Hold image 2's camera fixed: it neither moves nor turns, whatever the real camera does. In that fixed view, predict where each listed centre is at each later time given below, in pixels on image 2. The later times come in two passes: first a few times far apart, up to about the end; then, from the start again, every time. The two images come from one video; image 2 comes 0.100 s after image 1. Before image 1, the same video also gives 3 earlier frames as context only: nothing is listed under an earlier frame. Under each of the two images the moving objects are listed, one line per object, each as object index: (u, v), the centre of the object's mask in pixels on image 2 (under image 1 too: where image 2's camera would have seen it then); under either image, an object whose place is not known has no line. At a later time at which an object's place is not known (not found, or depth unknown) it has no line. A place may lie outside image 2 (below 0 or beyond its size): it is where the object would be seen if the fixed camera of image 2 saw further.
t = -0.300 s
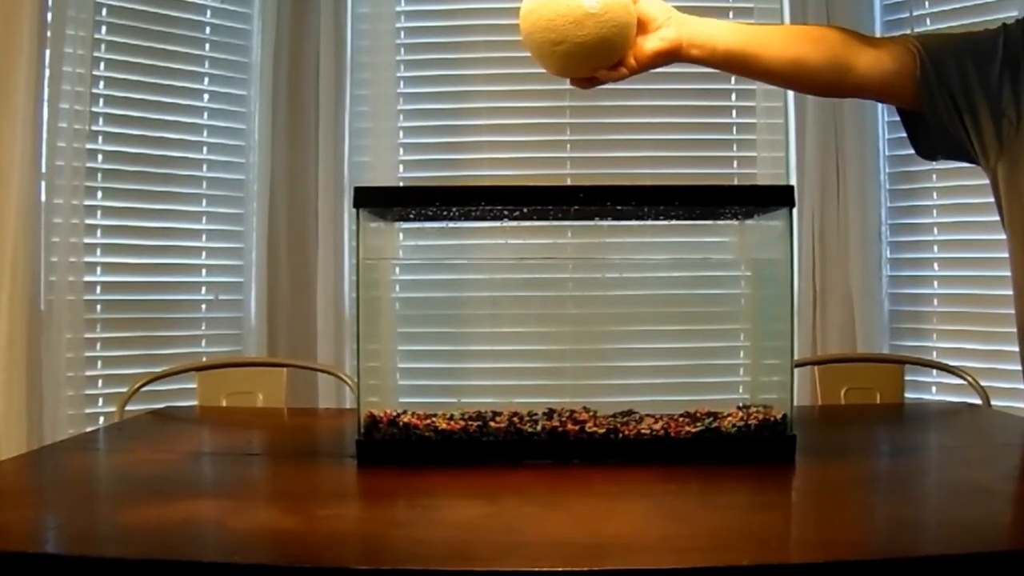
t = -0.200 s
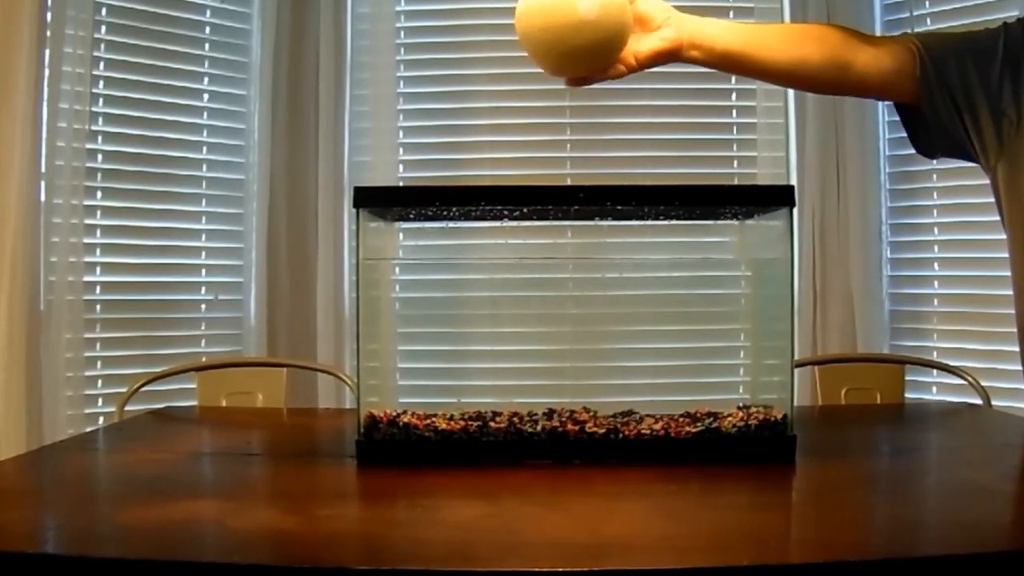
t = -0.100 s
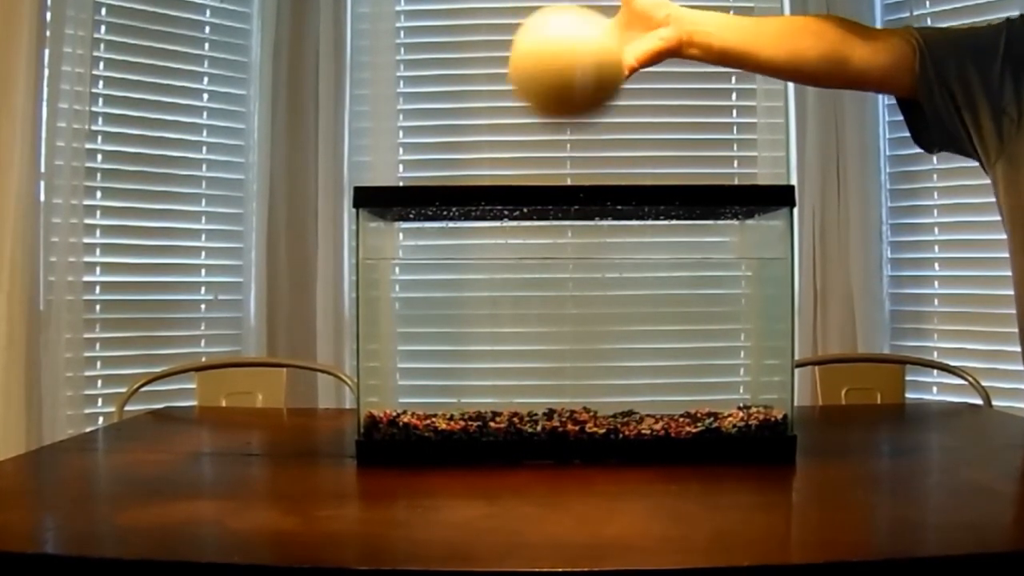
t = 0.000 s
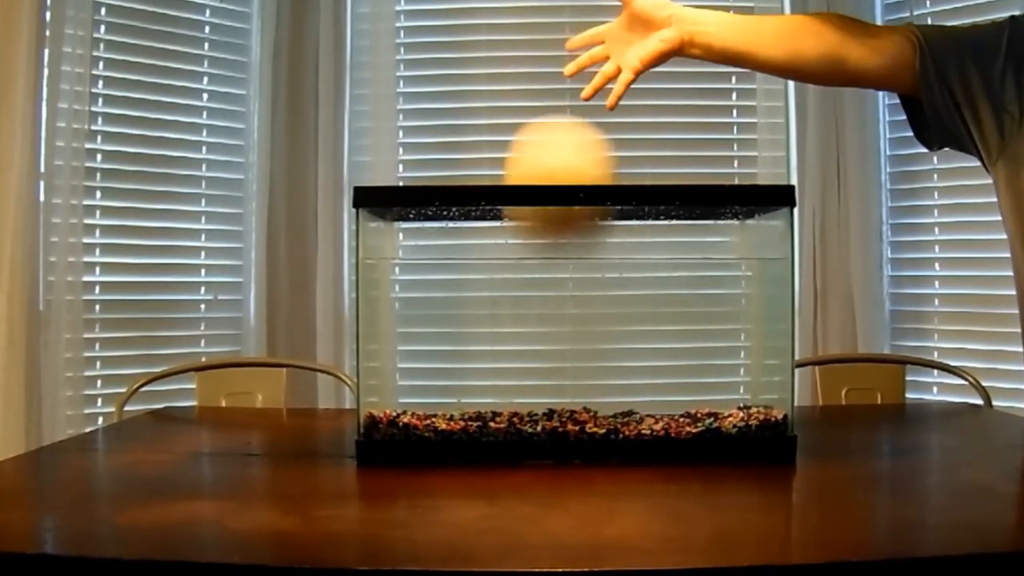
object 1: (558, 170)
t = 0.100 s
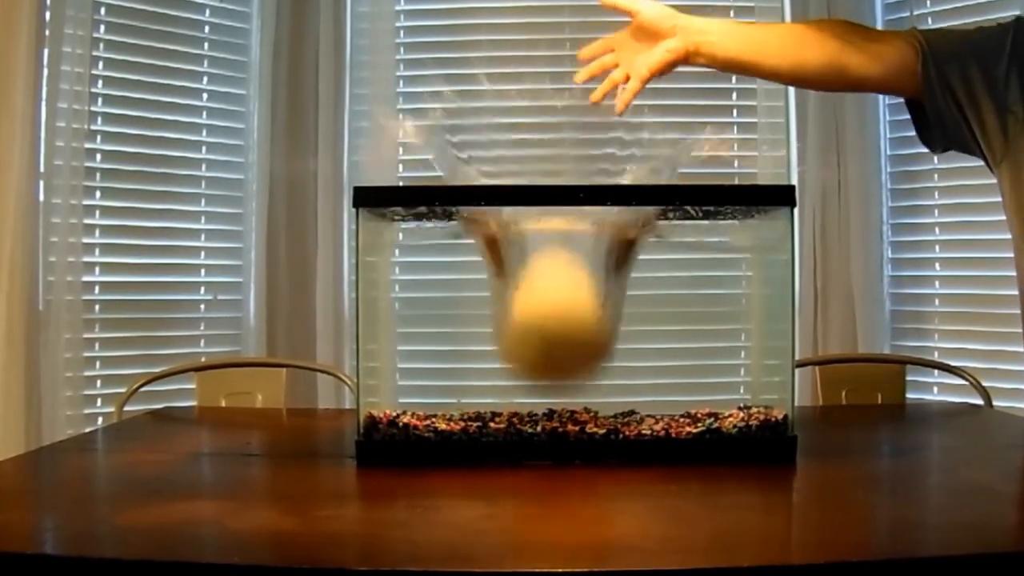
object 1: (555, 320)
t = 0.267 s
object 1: (564, 335)
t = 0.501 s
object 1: (586, 261)
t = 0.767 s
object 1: (636, 294)
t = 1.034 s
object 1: (643, 325)
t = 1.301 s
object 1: (665, 314)
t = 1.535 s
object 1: (667, 268)
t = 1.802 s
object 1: (685, 296)
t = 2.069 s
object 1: (697, 309)
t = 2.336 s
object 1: (705, 289)
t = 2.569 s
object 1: (705, 281)
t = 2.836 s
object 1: (685, 296)
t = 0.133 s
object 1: (555, 363)
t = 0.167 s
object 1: (555, 368)
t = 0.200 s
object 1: (556, 359)
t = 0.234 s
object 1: (559, 346)
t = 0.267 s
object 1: (564, 335)
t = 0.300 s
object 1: (566, 324)
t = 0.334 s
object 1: (569, 303)
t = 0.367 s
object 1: (573, 317)
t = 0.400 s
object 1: (572, 274)
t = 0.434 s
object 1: (576, 267)
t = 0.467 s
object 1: (579, 263)
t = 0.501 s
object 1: (586, 261)
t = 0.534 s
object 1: (597, 260)
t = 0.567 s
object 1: (603, 260)
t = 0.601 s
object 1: (614, 269)
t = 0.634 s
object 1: (616, 265)
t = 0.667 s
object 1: (620, 271)
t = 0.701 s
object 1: (629, 279)
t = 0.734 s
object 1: (633, 286)
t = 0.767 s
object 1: (636, 294)
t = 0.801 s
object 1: (639, 300)
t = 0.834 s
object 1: (641, 308)
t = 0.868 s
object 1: (643, 315)
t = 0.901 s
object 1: (644, 320)
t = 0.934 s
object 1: (644, 319)
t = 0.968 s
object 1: (643, 325)
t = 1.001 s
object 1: (643, 325)
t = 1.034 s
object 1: (643, 325)
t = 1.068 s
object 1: (644, 325)
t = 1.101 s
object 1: (646, 323)
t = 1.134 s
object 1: (648, 322)
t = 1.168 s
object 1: (651, 322)
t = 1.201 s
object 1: (654, 320)
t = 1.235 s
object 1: (658, 312)
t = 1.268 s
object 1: (662, 316)
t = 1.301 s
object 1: (665, 314)
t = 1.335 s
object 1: (667, 307)
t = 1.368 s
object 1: (670, 306)
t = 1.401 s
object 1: (673, 303)
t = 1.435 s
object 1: (674, 297)
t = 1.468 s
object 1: (671, 282)
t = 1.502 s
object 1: (668, 274)
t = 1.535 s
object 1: (667, 268)
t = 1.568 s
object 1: (668, 265)
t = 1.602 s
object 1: (666, 264)
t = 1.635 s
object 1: (665, 264)
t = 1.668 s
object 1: (668, 266)
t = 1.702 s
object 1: (670, 270)
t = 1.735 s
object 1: (674, 276)
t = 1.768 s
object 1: (679, 282)
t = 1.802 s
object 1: (685, 296)
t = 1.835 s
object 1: (689, 297)
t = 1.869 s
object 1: (691, 300)
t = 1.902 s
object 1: (693, 301)
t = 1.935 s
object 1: (696, 305)
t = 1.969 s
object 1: (697, 309)
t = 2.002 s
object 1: (697, 308)
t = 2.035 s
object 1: (697, 309)
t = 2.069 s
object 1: (697, 309)
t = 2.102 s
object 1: (696, 308)
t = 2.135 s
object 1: (696, 307)
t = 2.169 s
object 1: (695, 307)
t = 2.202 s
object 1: (694, 306)
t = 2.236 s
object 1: (697, 306)
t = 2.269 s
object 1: (700, 305)
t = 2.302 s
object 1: (701, 293)
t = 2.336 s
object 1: (705, 289)
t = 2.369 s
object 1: (708, 285)
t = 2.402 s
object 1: (706, 282)
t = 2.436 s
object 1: (706, 279)
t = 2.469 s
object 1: (705, 277)
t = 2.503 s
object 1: (705, 280)
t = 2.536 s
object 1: (705, 276)
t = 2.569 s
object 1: (705, 281)
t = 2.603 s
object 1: (701, 277)
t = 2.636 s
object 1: (700, 279)
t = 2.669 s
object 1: (697, 280)
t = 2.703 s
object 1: (694, 283)
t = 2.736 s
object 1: (692, 288)
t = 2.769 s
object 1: (690, 290)
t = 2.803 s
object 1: (687, 293)
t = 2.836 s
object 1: (685, 296)
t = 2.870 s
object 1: (683, 296)
